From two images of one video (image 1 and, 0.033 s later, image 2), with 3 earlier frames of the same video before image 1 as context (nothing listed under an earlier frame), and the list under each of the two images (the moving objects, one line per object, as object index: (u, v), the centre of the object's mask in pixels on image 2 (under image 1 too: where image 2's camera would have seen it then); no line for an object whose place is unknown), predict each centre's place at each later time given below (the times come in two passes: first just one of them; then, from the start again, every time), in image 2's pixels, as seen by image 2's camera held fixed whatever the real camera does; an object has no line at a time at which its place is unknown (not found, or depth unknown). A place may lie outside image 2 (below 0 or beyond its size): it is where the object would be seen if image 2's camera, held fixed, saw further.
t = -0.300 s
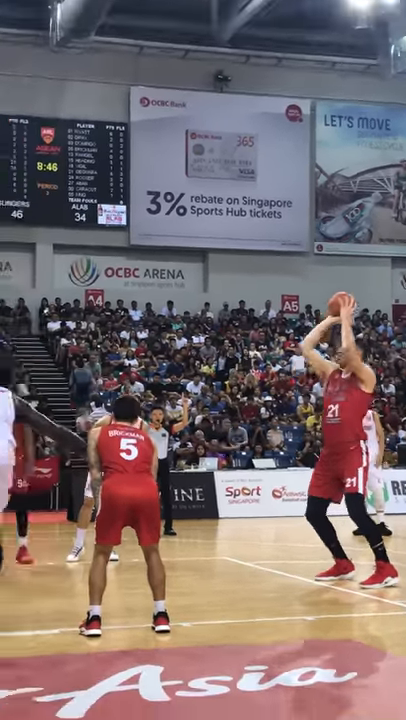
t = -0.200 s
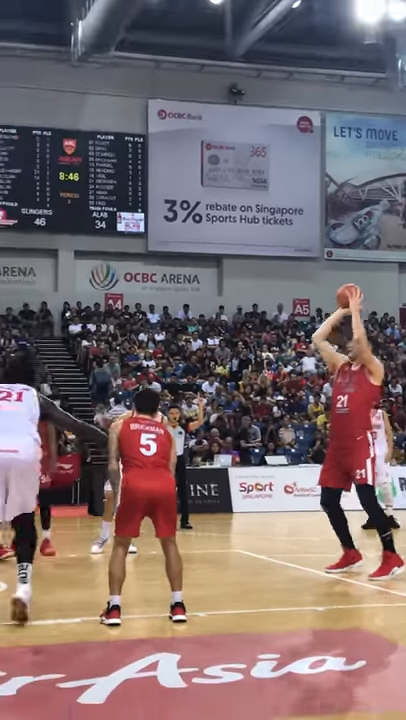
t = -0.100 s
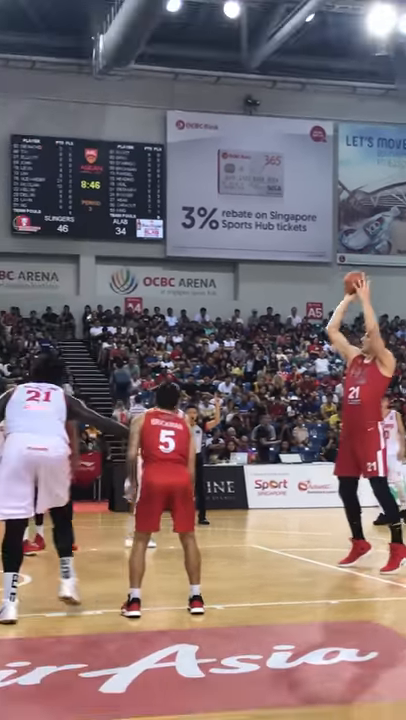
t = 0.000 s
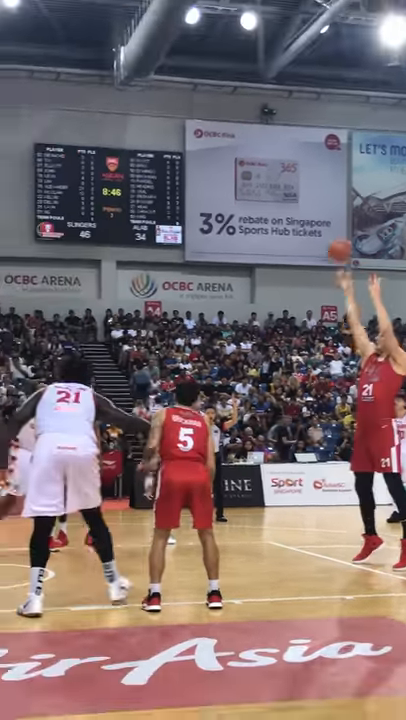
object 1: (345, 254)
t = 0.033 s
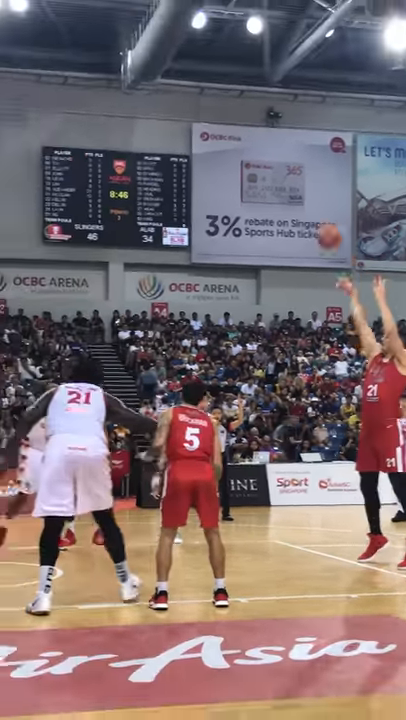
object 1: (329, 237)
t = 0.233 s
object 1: (240, 180)
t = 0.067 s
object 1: (313, 225)
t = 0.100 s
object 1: (300, 214)
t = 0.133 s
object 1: (284, 203)
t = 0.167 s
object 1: (268, 194)
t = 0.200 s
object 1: (255, 185)
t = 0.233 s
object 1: (240, 180)
